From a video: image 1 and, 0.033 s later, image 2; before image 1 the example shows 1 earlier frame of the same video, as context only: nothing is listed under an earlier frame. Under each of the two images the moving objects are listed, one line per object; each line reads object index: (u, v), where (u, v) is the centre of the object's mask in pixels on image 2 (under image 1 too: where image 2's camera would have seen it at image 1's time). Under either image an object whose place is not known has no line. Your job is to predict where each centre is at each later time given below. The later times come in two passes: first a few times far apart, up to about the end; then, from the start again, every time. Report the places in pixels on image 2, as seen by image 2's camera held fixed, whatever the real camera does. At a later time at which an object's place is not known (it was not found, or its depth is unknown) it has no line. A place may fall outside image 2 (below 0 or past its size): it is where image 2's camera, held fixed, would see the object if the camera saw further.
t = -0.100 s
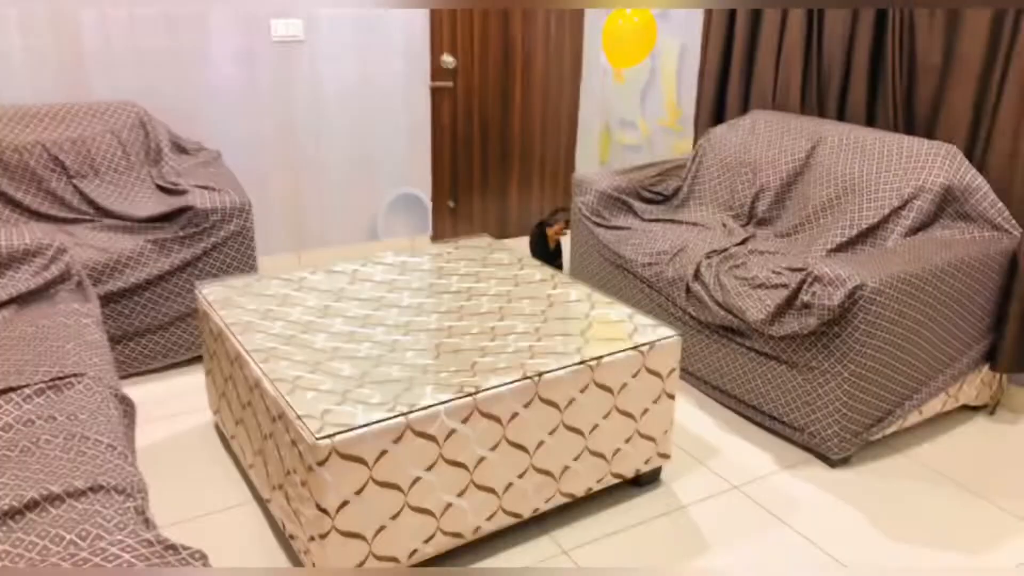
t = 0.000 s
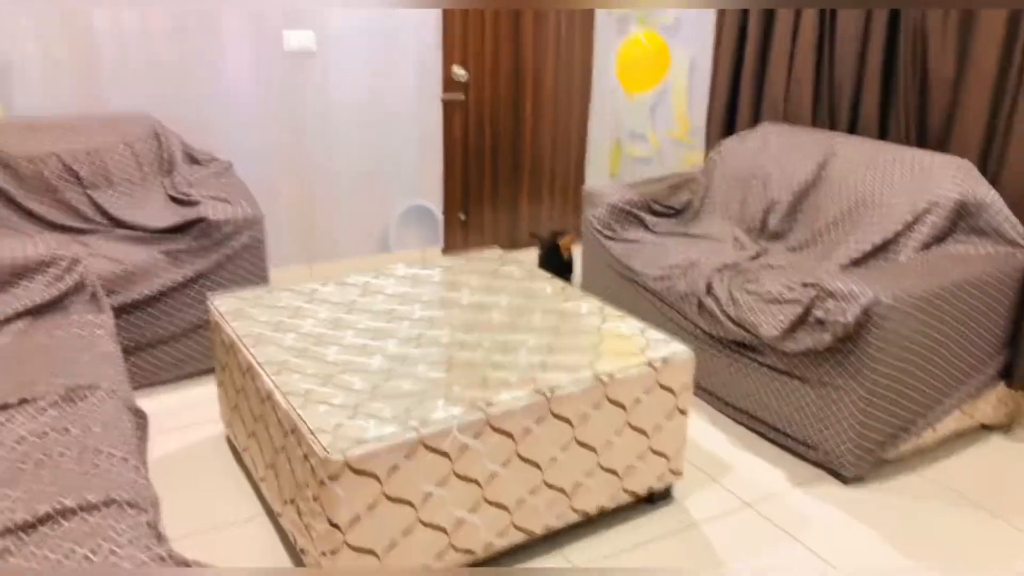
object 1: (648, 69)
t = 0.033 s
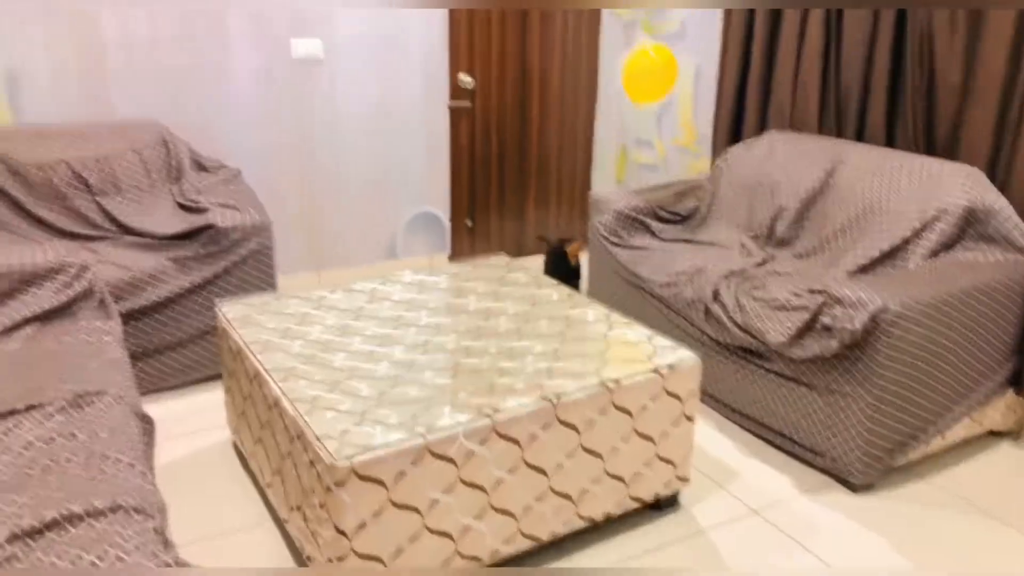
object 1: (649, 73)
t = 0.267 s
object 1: (655, 113)
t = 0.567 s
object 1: (656, 165)
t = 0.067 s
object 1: (651, 80)
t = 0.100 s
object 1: (653, 84)
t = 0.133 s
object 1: (654, 89)
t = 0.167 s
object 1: (654, 95)
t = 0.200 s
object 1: (655, 101)
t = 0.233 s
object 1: (655, 107)
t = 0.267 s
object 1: (655, 113)
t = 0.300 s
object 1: (656, 119)
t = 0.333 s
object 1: (657, 124)
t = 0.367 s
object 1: (656, 132)
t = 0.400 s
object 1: (656, 137)
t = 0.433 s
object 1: (657, 143)
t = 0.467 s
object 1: (656, 149)
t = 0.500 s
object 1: (656, 155)
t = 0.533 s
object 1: (656, 161)
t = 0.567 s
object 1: (656, 165)
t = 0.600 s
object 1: (658, 166)
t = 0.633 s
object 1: (658, 166)
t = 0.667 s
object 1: (660, 165)
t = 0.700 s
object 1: (661, 165)
